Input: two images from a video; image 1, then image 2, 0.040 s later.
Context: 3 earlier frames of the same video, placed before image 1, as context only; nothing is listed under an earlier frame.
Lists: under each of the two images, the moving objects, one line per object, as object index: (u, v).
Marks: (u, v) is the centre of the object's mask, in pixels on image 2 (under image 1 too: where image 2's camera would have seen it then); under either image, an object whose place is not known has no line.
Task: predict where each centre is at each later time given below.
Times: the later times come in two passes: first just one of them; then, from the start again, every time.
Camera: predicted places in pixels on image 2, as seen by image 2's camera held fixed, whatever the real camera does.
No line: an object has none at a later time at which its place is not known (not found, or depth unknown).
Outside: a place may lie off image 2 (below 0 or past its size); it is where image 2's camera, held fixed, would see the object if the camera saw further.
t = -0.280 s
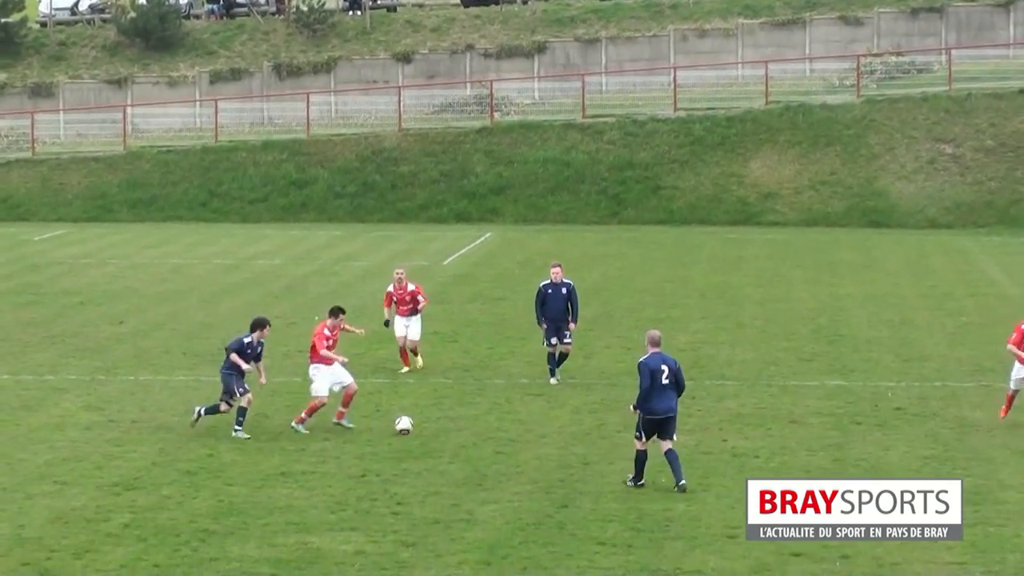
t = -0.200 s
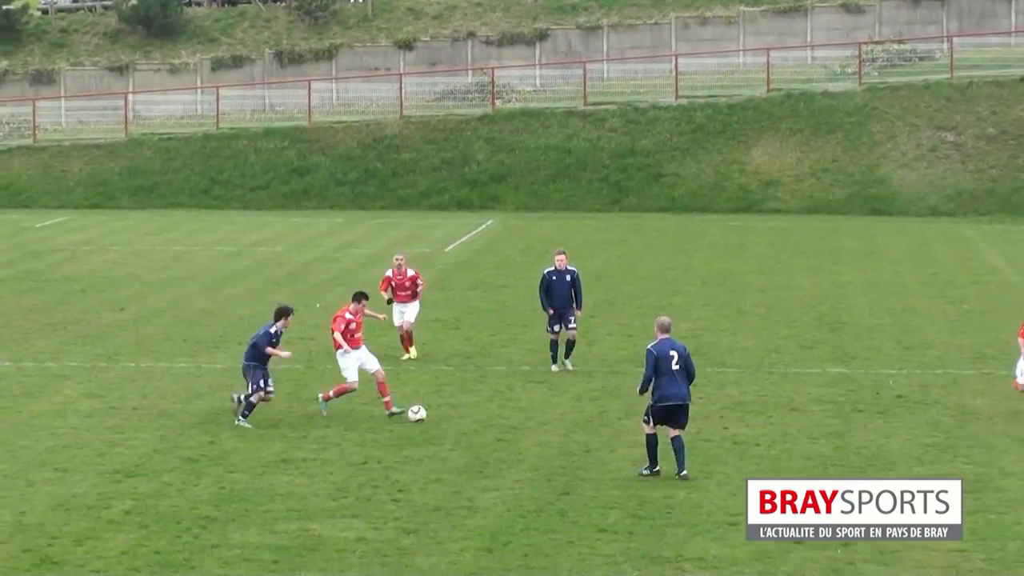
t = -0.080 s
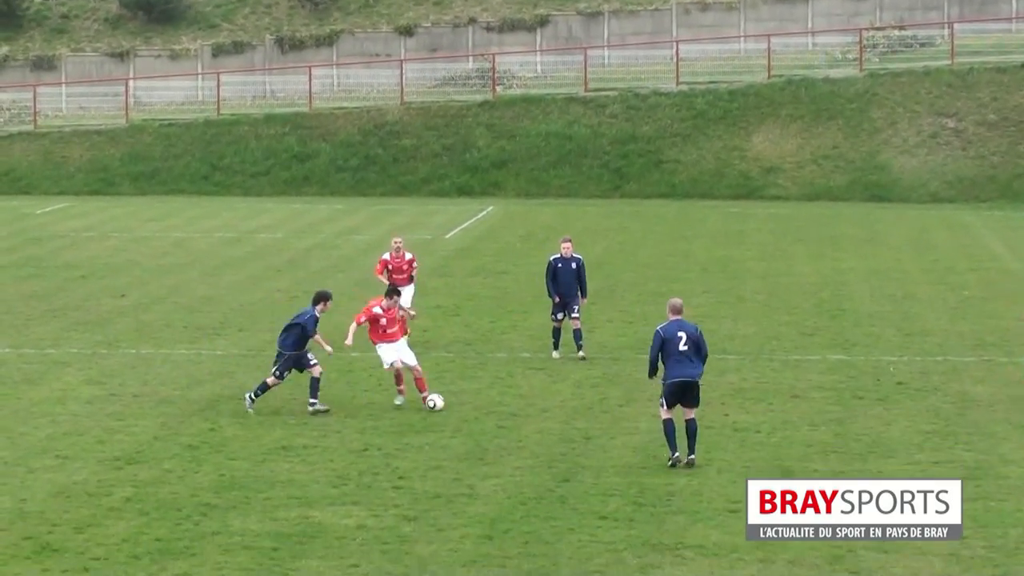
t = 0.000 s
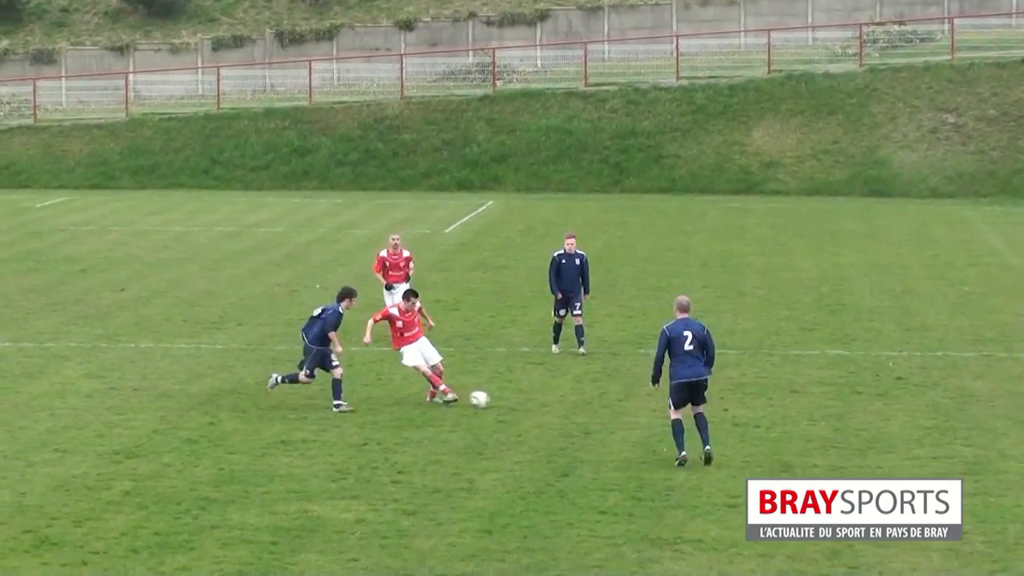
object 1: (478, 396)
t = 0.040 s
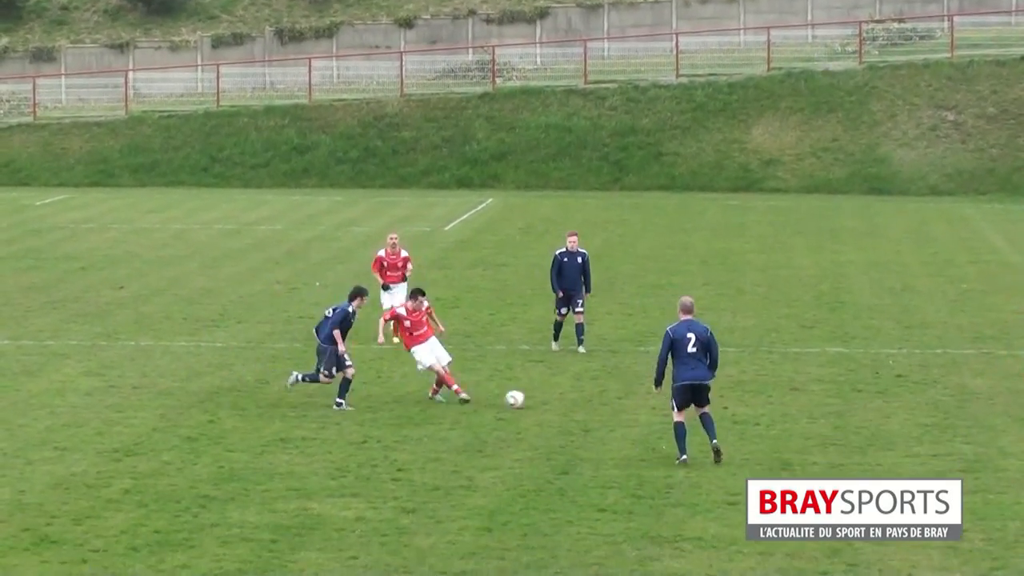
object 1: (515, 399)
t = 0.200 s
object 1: (654, 407)
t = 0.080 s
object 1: (550, 401)
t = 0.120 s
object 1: (585, 403)
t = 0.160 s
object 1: (621, 406)
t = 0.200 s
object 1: (654, 407)
